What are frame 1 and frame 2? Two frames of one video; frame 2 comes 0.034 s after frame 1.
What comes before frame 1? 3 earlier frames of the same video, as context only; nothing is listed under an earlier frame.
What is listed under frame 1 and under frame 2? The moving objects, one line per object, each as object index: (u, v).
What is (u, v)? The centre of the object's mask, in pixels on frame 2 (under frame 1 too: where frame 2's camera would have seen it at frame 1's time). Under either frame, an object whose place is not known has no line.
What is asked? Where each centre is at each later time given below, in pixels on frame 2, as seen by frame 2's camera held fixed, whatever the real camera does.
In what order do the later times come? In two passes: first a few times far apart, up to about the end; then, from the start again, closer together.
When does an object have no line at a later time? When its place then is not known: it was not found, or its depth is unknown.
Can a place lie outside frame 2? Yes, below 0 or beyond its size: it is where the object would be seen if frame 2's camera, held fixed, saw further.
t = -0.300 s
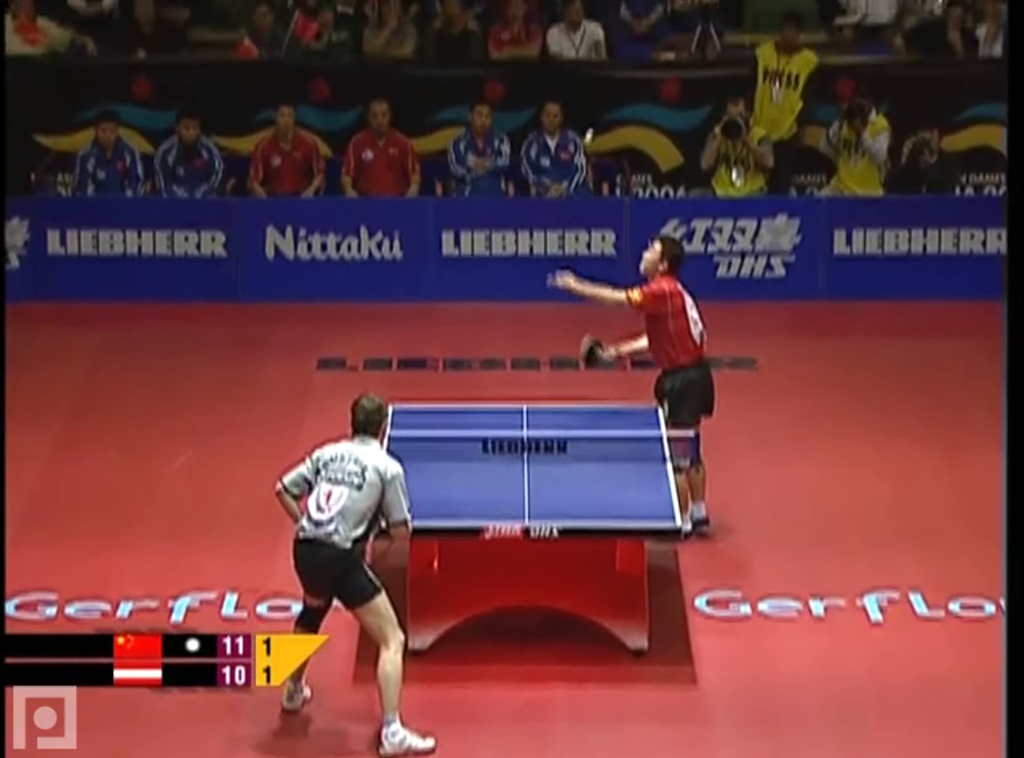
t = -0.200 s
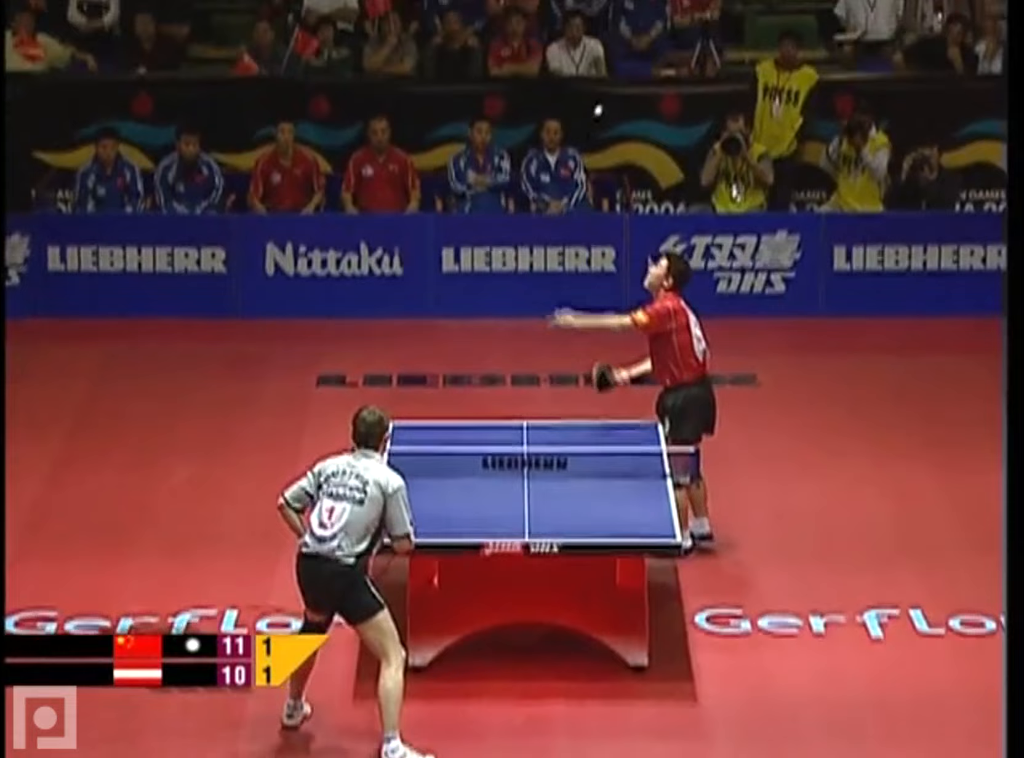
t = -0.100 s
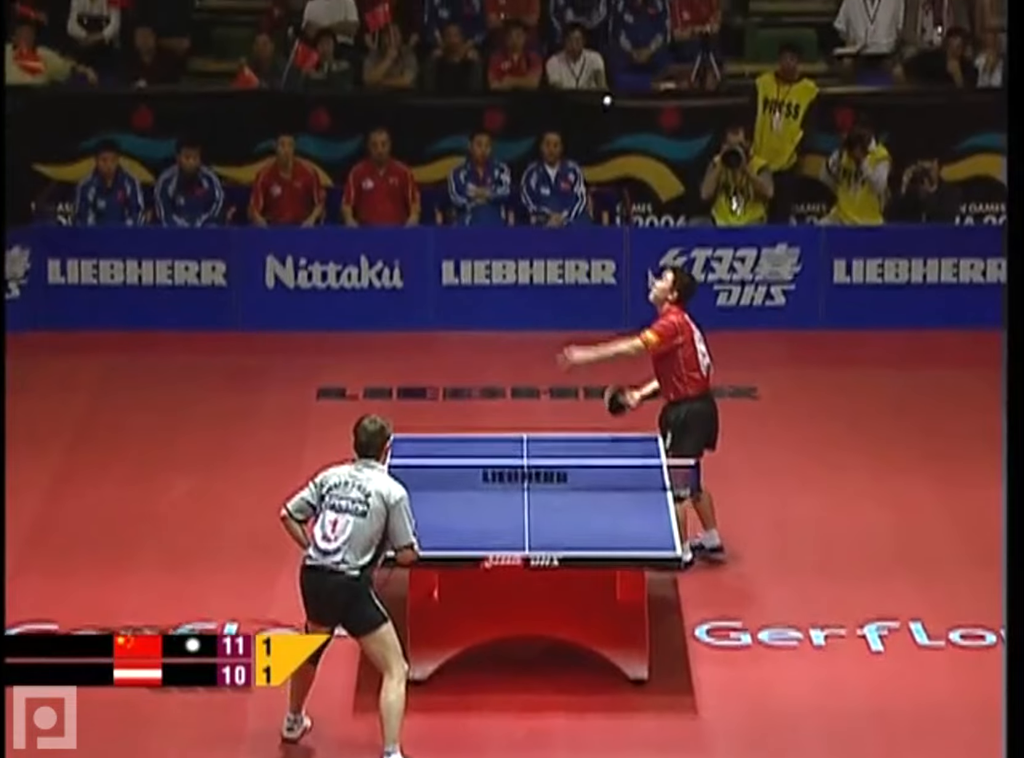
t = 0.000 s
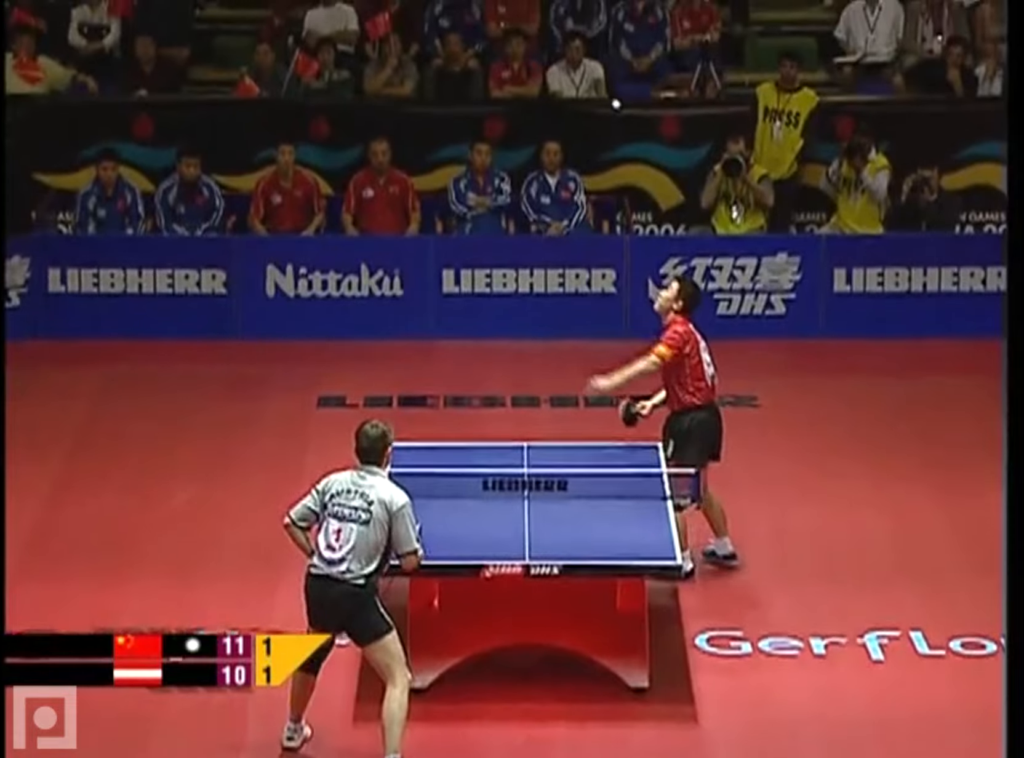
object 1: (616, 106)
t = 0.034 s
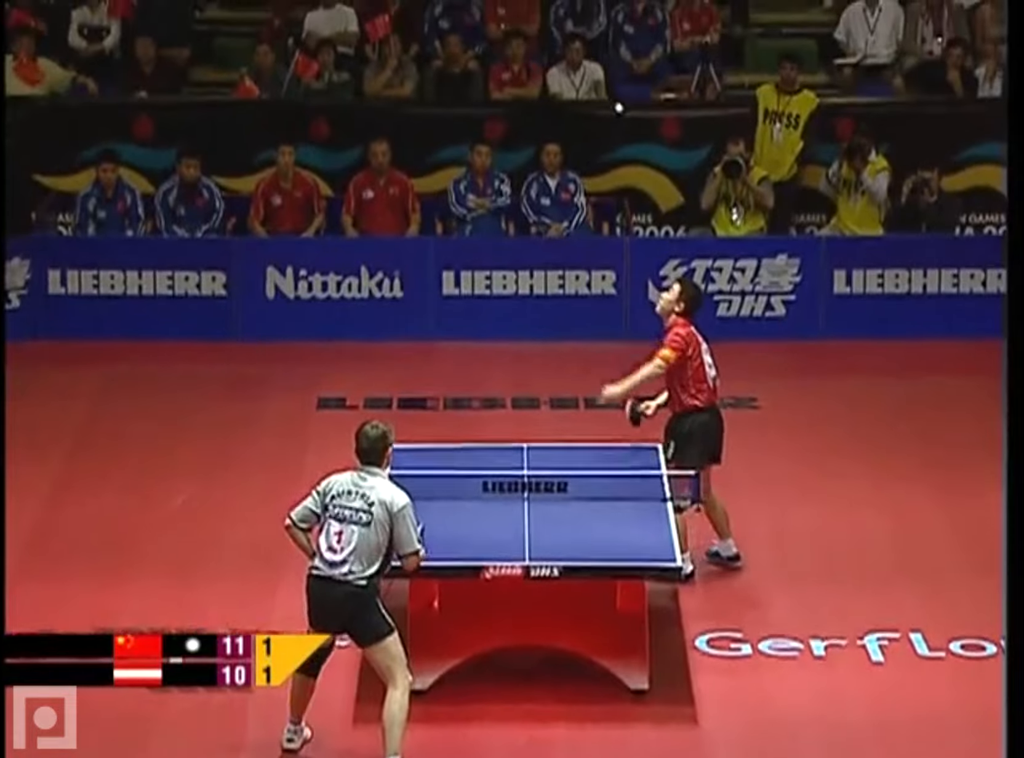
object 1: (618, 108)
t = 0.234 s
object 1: (634, 160)
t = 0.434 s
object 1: (650, 274)
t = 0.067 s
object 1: (621, 112)
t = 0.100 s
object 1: (624, 117)
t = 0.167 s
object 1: (629, 135)
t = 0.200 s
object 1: (632, 147)
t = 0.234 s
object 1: (634, 160)
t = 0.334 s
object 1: (643, 209)
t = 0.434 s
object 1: (650, 274)
